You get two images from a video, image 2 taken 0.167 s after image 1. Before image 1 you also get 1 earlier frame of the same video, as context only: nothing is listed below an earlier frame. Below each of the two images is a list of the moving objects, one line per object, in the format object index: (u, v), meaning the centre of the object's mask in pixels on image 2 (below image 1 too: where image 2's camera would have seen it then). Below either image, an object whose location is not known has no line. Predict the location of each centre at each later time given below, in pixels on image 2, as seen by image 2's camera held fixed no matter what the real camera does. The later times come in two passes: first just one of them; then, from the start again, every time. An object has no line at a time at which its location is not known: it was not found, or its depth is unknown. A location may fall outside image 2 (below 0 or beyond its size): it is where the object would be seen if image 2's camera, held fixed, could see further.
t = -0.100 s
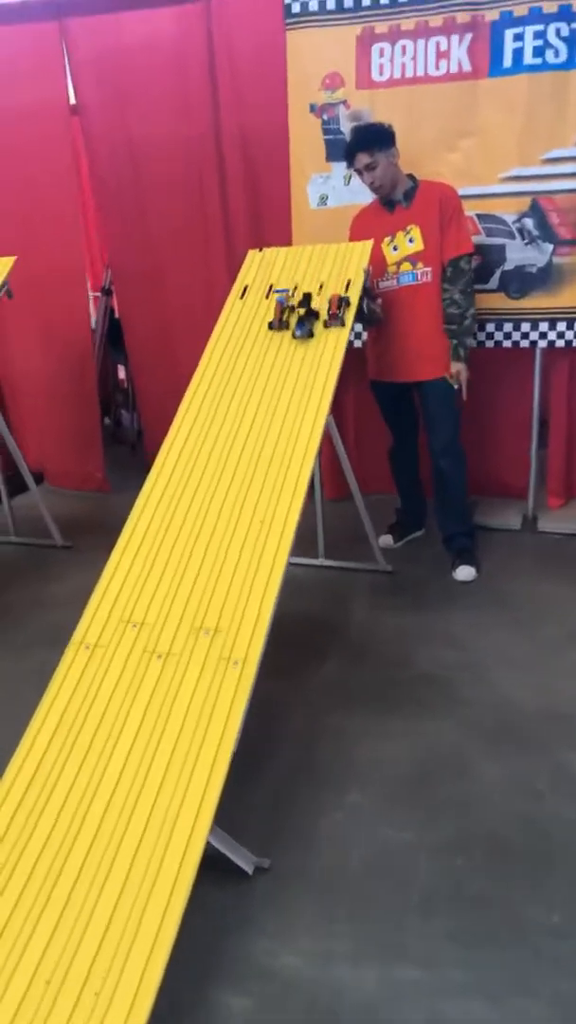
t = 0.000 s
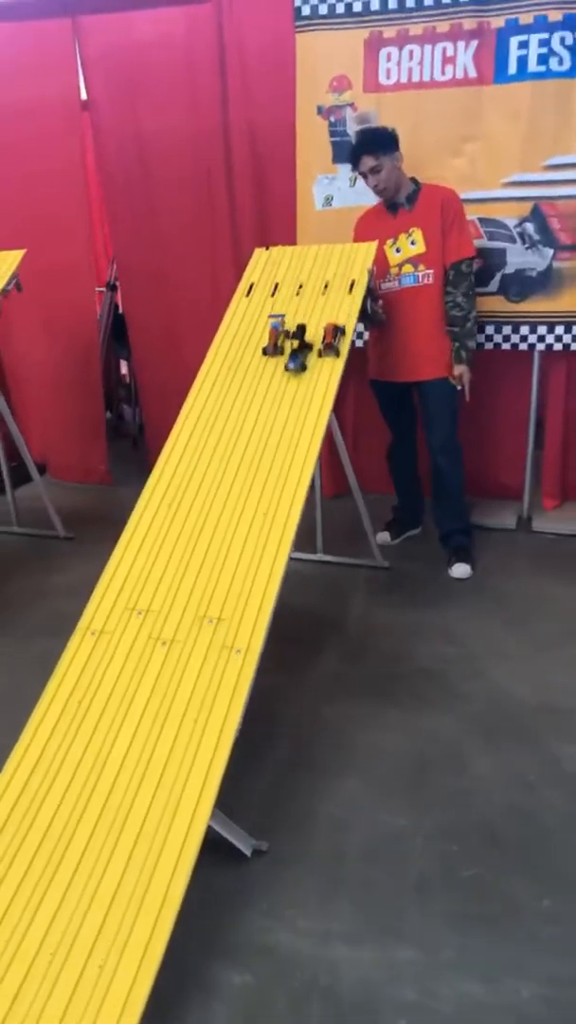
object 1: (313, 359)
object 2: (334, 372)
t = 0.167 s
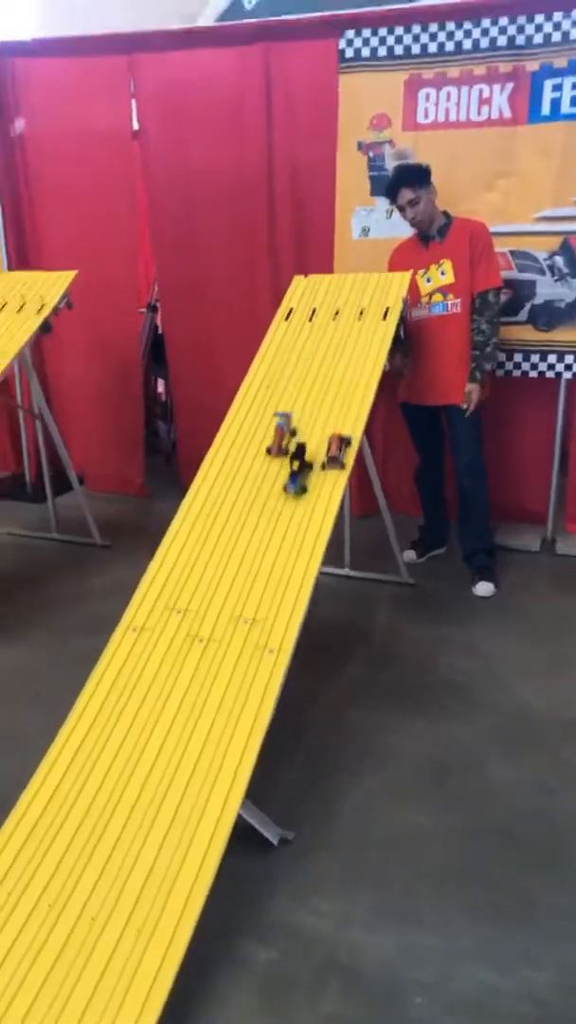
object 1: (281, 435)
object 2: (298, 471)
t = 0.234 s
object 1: (266, 471)
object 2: (280, 517)
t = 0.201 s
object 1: (274, 452)
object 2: (289, 492)
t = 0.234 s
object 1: (266, 471)
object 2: (280, 517)
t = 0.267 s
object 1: (258, 491)
